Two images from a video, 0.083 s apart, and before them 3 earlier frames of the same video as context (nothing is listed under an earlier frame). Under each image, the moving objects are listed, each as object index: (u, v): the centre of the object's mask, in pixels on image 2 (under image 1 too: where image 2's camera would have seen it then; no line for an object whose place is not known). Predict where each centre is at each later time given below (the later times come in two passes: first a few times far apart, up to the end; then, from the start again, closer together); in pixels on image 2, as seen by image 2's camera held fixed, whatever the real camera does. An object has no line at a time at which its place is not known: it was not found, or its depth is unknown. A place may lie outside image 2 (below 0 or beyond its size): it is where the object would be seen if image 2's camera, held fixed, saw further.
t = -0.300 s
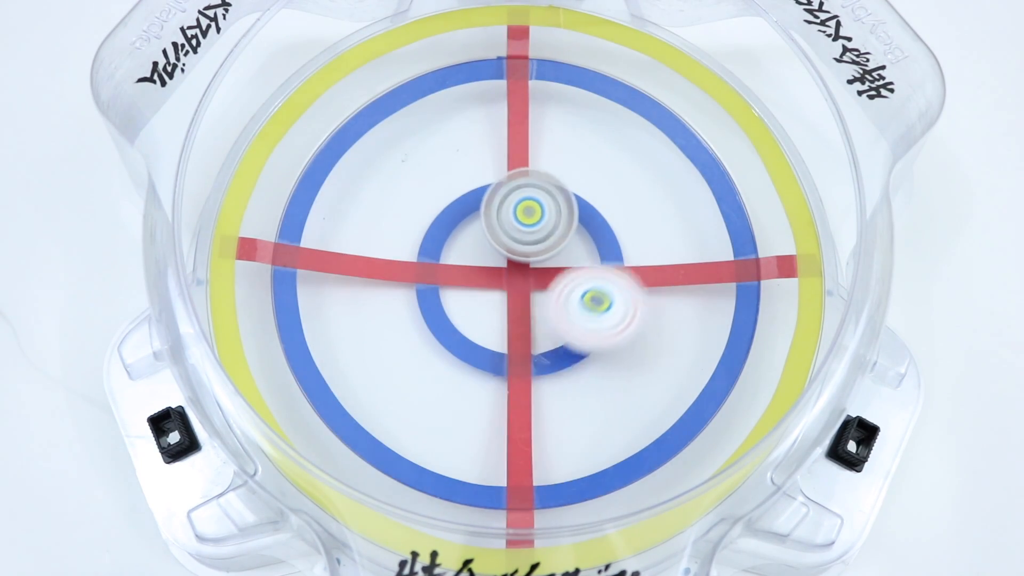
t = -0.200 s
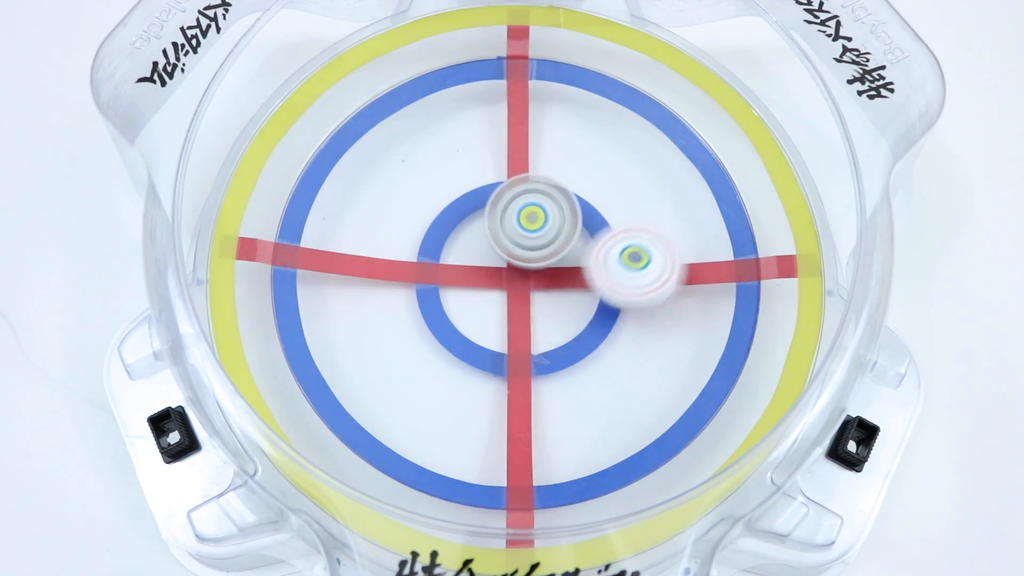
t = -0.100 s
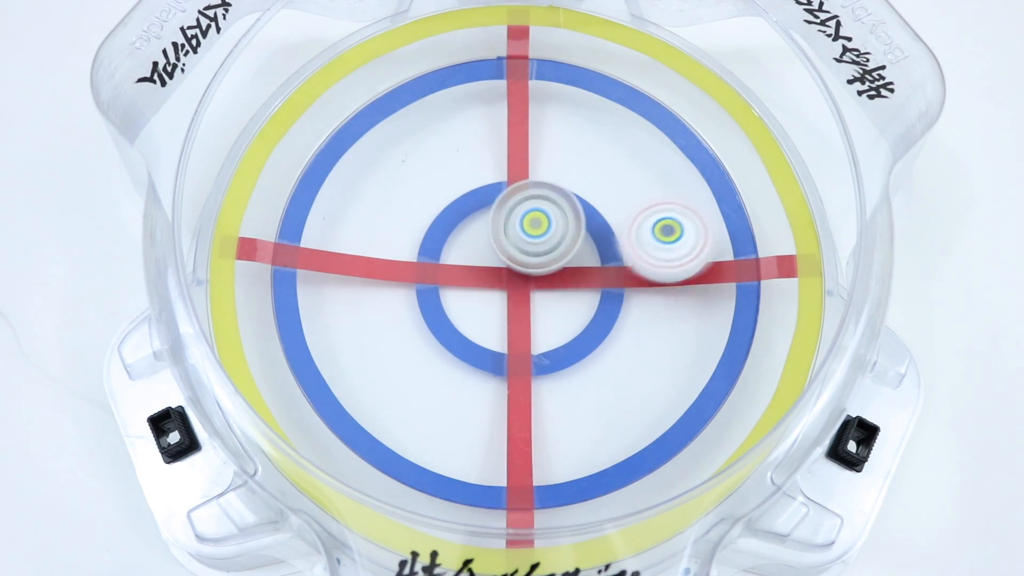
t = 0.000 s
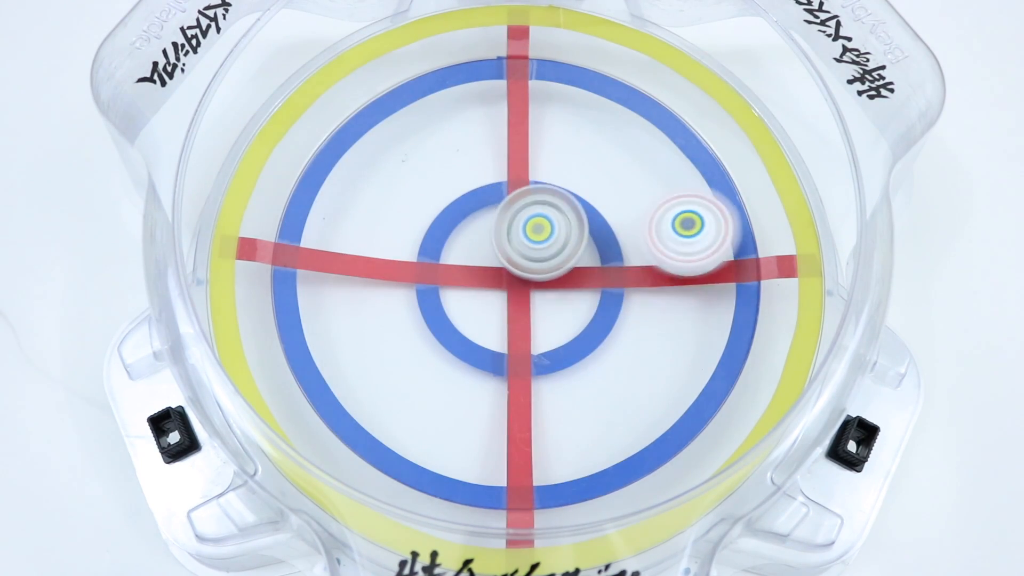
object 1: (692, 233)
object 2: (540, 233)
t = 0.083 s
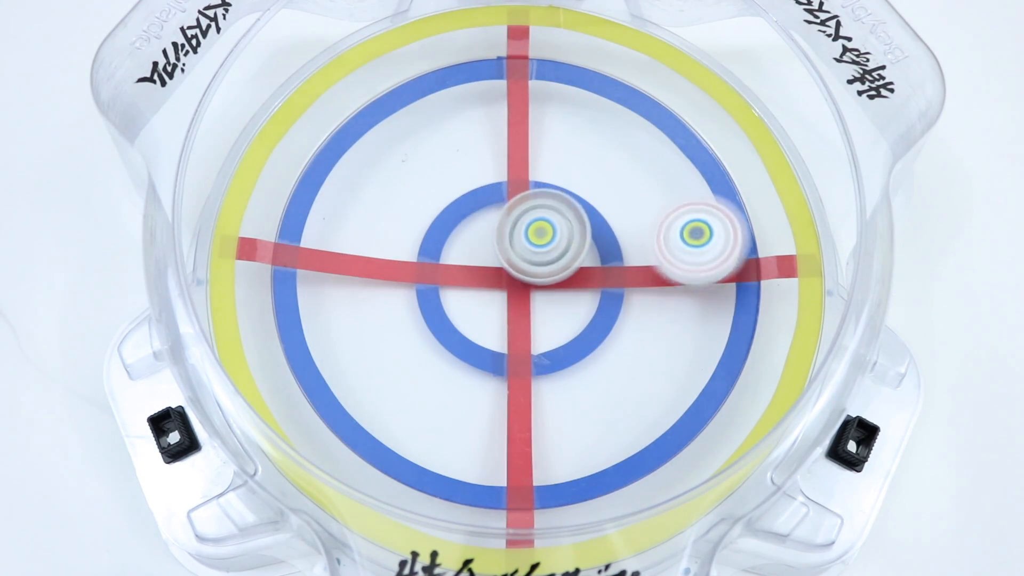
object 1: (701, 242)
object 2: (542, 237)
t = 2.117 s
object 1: (527, 133)
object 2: (486, 284)
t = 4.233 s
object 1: (676, 126)
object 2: (357, 402)
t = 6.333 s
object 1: (386, 278)
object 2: (533, 269)
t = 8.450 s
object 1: (485, 181)
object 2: (551, 230)
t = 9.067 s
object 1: (501, 199)
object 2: (547, 277)
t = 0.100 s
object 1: (702, 244)
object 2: (542, 237)
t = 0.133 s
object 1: (702, 252)
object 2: (543, 239)
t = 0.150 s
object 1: (702, 256)
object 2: (544, 240)
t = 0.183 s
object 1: (700, 265)
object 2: (545, 242)
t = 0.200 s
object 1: (696, 269)
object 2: (545, 242)
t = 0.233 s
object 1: (687, 281)
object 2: (545, 244)
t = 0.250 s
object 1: (680, 284)
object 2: (546, 245)
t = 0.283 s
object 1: (660, 287)
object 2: (546, 247)
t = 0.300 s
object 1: (651, 289)
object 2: (546, 248)
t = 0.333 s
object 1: (643, 288)
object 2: (538, 247)
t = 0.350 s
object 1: (646, 289)
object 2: (529, 246)
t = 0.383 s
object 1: (650, 293)
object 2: (511, 246)
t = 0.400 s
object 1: (649, 292)
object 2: (501, 247)
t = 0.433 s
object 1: (643, 290)
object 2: (486, 251)
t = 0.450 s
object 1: (638, 288)
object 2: (480, 254)
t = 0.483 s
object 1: (625, 279)
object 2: (468, 265)
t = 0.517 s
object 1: (608, 268)
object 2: (457, 277)
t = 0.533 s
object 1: (601, 262)
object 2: (453, 284)
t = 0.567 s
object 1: (585, 246)
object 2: (447, 300)
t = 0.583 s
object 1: (575, 237)
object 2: (445, 308)
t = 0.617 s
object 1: (561, 220)
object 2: (444, 328)
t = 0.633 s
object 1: (556, 210)
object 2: (445, 340)
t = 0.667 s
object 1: (548, 192)
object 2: (450, 360)
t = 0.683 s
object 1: (545, 183)
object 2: (454, 370)
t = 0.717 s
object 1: (541, 165)
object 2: (464, 388)
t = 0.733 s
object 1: (541, 156)
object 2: (472, 395)
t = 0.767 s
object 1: (541, 139)
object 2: (483, 406)
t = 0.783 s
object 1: (541, 130)
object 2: (489, 410)
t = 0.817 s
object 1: (545, 115)
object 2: (502, 413)
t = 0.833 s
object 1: (547, 109)
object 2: (508, 414)
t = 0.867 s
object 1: (554, 100)
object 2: (517, 411)
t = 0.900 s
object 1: (563, 93)
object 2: (525, 405)
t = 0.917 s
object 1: (569, 90)
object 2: (527, 402)
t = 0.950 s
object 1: (583, 87)
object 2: (531, 395)
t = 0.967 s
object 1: (591, 89)
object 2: (532, 390)
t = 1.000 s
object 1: (606, 95)
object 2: (535, 381)
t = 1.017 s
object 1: (614, 101)
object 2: (536, 376)
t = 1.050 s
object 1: (625, 120)
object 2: (537, 367)
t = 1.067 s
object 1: (628, 132)
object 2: (538, 361)
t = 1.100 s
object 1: (626, 158)
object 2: (539, 352)
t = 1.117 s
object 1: (621, 173)
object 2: (538, 347)
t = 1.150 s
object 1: (605, 199)
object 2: (539, 338)
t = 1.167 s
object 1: (595, 213)
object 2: (539, 333)
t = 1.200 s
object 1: (572, 237)
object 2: (539, 327)
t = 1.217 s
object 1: (576, 229)
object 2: (527, 333)
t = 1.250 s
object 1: (594, 203)
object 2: (504, 347)
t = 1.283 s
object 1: (603, 184)
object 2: (487, 354)
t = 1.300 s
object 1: (608, 175)
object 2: (480, 355)
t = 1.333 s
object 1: (613, 165)
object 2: (469, 357)
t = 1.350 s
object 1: (615, 161)
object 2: (466, 356)
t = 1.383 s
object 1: (618, 160)
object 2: (463, 354)
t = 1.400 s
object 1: (617, 161)
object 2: (463, 353)
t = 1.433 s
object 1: (617, 171)
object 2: (463, 352)
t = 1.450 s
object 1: (614, 177)
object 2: (464, 351)
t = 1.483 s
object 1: (607, 189)
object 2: (465, 349)
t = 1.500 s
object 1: (602, 196)
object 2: (465, 347)
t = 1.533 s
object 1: (588, 209)
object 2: (467, 345)
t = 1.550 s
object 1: (577, 216)
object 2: (467, 344)
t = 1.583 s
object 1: (559, 226)
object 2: (468, 341)
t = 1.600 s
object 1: (551, 229)
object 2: (468, 340)
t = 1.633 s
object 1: (528, 231)
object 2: (469, 336)
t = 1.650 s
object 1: (517, 232)
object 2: (470, 334)
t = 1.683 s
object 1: (494, 232)
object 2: (471, 331)
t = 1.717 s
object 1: (476, 230)
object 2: (471, 328)
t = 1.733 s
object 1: (467, 227)
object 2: (472, 326)
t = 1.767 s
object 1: (448, 219)
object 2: (472, 323)
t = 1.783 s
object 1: (440, 213)
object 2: (473, 321)
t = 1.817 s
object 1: (424, 201)
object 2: (473, 318)
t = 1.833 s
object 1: (419, 194)
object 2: (473, 317)
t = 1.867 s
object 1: (409, 176)
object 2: (474, 314)
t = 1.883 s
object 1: (407, 166)
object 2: (475, 312)
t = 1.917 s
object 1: (407, 148)
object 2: (475, 310)
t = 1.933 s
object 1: (410, 140)
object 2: (475, 309)
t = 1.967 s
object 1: (423, 125)
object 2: (477, 305)
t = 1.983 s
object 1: (432, 118)
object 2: (477, 304)
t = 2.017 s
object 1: (455, 110)
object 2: (479, 300)
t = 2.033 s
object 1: (466, 109)
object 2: (480, 298)
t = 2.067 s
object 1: (490, 112)
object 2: (482, 293)
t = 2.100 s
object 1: (516, 124)
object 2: (485, 287)
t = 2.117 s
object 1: (527, 133)
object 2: (486, 284)
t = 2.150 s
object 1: (547, 155)
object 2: (490, 275)
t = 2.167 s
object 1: (552, 169)
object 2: (492, 271)
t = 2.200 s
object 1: (564, 195)
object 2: (495, 263)
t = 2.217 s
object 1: (587, 193)
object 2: (489, 266)
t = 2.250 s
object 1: (627, 187)
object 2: (478, 273)
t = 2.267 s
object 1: (648, 186)
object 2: (474, 275)
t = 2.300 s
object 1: (678, 185)
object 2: (470, 277)
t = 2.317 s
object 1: (690, 188)
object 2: (469, 277)
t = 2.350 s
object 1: (710, 199)
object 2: (470, 275)
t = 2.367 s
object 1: (716, 206)
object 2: (470, 275)
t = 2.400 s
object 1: (728, 225)
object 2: (472, 273)
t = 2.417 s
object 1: (732, 235)
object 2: (474, 272)
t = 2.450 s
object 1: (735, 258)
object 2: (476, 271)
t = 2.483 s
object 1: (735, 282)
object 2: (478, 269)
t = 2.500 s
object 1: (733, 293)
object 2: (480, 268)
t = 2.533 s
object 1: (725, 318)
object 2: (482, 267)
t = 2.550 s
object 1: (719, 331)
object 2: (483, 266)
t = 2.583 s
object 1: (699, 356)
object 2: (486, 265)
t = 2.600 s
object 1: (686, 368)
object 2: (487, 264)
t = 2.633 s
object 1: (655, 383)
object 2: (490, 263)
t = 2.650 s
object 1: (637, 389)
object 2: (491, 262)
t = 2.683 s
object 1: (597, 393)
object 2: (494, 261)
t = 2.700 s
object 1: (579, 392)
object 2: (495, 260)
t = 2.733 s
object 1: (547, 388)
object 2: (499, 259)
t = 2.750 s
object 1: (530, 383)
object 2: (500, 258)
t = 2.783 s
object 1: (498, 371)
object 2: (504, 257)
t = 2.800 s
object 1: (484, 362)
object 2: (506, 257)
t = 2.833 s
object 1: (458, 341)
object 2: (510, 256)
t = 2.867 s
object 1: (434, 318)
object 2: (514, 255)
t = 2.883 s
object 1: (423, 307)
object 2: (516, 255)
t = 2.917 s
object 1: (407, 286)
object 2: (520, 254)
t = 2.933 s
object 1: (400, 273)
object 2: (523, 253)
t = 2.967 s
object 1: (390, 248)
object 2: (527, 252)
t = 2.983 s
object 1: (387, 235)
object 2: (529, 252)
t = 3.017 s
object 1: (381, 212)
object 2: (534, 251)
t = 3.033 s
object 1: (382, 199)
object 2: (536, 251)
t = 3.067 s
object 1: (382, 174)
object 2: (540, 250)
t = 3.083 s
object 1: (383, 164)
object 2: (542, 250)
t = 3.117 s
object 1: (391, 142)
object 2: (546, 249)
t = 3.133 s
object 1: (396, 133)
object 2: (547, 249)
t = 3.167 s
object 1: (409, 115)
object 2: (550, 249)
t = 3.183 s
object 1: (417, 106)
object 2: (552, 249)
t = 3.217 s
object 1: (433, 92)
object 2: (554, 249)
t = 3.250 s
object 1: (453, 79)
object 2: (556, 248)
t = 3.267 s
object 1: (464, 73)
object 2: (556, 248)
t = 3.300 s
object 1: (487, 67)
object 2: (558, 249)
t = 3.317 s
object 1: (500, 67)
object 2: (559, 249)
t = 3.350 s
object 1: (526, 72)
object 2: (561, 249)
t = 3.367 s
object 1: (537, 75)
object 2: (562, 249)
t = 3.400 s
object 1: (561, 87)
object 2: (564, 249)
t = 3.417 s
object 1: (572, 94)
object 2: (565, 250)
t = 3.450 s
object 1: (594, 114)
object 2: (566, 250)
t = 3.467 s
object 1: (604, 125)
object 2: (567, 251)
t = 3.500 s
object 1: (619, 150)
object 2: (568, 251)
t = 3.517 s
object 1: (626, 164)
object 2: (568, 252)
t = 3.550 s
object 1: (663, 171)
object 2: (553, 262)
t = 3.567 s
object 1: (682, 173)
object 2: (543, 269)
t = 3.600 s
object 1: (718, 178)
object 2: (525, 281)
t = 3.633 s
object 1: (744, 186)
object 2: (510, 292)
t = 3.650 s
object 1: (753, 193)
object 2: (504, 299)
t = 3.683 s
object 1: (752, 217)
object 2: (496, 310)
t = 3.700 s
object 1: (747, 232)
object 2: (492, 315)
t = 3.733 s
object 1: (736, 256)
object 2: (489, 326)
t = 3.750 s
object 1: (731, 268)
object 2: (489, 333)
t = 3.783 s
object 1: (717, 291)
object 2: (490, 346)
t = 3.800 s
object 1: (710, 302)
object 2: (492, 352)
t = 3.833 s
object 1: (696, 323)
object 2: (497, 362)
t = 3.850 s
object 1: (689, 333)
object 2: (500, 366)
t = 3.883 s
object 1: (666, 354)
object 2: (507, 373)
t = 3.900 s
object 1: (645, 358)
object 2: (510, 374)
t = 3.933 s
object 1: (616, 364)
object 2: (513, 377)
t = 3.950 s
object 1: (617, 355)
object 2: (504, 380)
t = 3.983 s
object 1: (655, 313)
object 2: (465, 395)
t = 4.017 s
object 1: (679, 276)
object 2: (424, 409)
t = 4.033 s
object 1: (692, 255)
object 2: (409, 413)
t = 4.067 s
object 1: (707, 220)
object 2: (383, 418)
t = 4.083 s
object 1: (709, 202)
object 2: (373, 420)
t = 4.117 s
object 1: (712, 174)
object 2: (357, 423)
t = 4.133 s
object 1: (712, 161)
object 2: (351, 424)
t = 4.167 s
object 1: (706, 142)
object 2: (345, 421)
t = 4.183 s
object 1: (700, 135)
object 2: (346, 418)
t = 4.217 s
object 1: (684, 128)
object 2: (353, 407)
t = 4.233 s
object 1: (676, 126)
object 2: (357, 402)
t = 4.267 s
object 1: (659, 125)
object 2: (364, 390)
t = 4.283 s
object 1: (650, 126)
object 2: (371, 383)
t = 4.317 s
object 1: (632, 126)
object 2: (385, 368)
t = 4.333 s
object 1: (624, 125)
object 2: (395, 358)
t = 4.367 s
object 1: (605, 127)
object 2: (409, 342)
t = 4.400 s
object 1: (583, 132)
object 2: (424, 323)
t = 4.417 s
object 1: (569, 139)
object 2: (433, 313)
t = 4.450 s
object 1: (547, 144)
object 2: (450, 294)
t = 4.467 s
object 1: (542, 145)
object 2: (457, 285)
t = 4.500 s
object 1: (525, 153)
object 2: (470, 265)
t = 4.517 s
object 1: (517, 157)
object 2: (478, 255)
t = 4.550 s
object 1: (503, 161)
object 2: (487, 237)
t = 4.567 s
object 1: (500, 154)
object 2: (493, 235)
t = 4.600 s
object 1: (489, 100)
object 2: (504, 248)
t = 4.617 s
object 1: (484, 79)
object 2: (511, 256)
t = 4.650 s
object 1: (475, 44)
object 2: (520, 267)
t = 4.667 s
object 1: (469, 33)
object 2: (523, 271)
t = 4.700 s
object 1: (458, 17)
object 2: (530, 279)
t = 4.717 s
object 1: (457, 18)
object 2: (532, 281)
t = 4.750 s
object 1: (457, 31)
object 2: (535, 284)
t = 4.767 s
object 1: (458, 38)
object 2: (536, 284)
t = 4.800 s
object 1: (458, 65)
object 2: (536, 281)
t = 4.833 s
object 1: (457, 100)
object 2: (534, 275)
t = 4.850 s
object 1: (453, 117)
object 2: (533, 272)
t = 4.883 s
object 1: (447, 169)
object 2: (528, 261)
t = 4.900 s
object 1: (446, 188)
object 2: (522, 252)
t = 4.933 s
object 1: (435, 218)
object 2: (519, 243)
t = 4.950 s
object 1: (433, 223)
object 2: (518, 239)
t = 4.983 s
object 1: (408, 240)
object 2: (529, 236)
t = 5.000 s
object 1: (388, 245)
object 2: (539, 238)
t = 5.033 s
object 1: (356, 258)
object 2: (555, 236)
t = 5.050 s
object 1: (338, 266)
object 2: (561, 235)
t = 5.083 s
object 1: (320, 271)
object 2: (574, 229)
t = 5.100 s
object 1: (311, 275)
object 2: (582, 225)
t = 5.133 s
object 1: (305, 282)
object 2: (593, 215)
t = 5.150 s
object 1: (306, 284)
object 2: (597, 210)
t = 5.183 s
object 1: (312, 286)
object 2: (604, 200)
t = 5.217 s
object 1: (322, 283)
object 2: (609, 190)
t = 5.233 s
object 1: (329, 282)
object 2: (611, 187)
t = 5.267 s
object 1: (342, 278)
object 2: (613, 180)
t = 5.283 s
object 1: (349, 276)
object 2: (614, 178)
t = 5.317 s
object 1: (366, 271)
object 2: (614, 175)
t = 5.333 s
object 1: (375, 268)
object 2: (613, 175)
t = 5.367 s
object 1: (389, 264)
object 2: (613, 174)
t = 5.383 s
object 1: (396, 263)
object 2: (611, 174)
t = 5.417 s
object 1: (410, 257)
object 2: (610, 174)
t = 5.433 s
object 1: (417, 254)
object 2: (609, 174)
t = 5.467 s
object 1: (429, 248)
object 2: (607, 175)
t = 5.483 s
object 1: (434, 245)
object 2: (606, 175)
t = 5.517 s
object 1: (444, 242)
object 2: (603, 177)
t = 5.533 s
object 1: (449, 240)
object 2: (602, 178)
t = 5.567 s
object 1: (455, 236)
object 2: (599, 180)
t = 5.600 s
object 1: (462, 232)
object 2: (596, 182)
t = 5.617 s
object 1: (464, 230)
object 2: (594, 183)
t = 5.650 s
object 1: (466, 227)
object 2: (591, 185)
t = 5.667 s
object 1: (467, 225)
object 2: (590, 186)
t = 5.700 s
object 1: (467, 222)
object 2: (587, 188)
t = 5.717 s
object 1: (468, 221)
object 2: (585, 189)
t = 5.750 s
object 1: (465, 219)
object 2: (583, 192)
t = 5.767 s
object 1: (463, 218)
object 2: (582, 192)
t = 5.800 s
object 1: (457, 218)
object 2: (579, 195)
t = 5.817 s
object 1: (455, 220)
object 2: (578, 196)
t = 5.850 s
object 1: (452, 223)
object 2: (574, 198)
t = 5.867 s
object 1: (451, 224)
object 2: (573, 199)
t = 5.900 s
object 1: (448, 227)
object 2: (569, 202)
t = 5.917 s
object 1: (449, 230)
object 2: (566, 203)
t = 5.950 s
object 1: (449, 233)
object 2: (560, 208)
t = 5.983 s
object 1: (451, 238)
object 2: (554, 213)
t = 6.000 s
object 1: (453, 240)
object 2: (550, 217)
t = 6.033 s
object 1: (445, 247)
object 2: (548, 226)
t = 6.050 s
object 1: (443, 249)
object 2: (547, 229)
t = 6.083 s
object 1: (437, 252)
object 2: (544, 236)
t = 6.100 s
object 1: (434, 255)
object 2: (543, 239)
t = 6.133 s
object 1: (430, 260)
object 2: (537, 246)
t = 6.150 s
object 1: (430, 262)
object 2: (535, 249)
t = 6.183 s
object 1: (427, 269)
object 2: (529, 255)
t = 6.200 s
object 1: (427, 271)
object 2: (528, 258)
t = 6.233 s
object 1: (409, 274)
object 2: (531, 263)
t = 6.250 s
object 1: (404, 276)
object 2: (533, 265)
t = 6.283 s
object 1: (396, 277)
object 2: (534, 267)
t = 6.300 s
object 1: (393, 277)
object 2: (534, 268)
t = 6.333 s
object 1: (386, 278)
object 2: (533, 269)
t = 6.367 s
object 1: (381, 280)
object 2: (533, 269)
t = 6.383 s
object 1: (381, 280)
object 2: (532, 269)
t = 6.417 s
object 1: (380, 281)
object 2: (532, 269)
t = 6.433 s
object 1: (382, 280)
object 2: (531, 269)
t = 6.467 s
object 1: (388, 278)
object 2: (530, 269)
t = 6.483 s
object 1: (391, 277)
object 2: (530, 269)
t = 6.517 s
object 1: (399, 277)
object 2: (529, 269)
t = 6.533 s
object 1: (404, 277)
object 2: (529, 269)
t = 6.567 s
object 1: (417, 276)
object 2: (528, 269)
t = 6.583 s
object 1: (422, 274)
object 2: (528, 269)
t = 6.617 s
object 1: (396, 275)
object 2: (547, 265)
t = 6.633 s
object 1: (378, 276)
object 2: (559, 264)
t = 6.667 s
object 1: (344, 277)
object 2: (579, 260)
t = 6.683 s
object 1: (331, 276)
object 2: (589, 258)
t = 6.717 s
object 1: (316, 276)
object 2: (602, 254)
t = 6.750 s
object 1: (312, 279)
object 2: (610, 248)
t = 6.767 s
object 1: (313, 281)
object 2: (612, 245)
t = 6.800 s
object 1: (320, 281)
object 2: (614, 236)
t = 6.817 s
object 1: (325, 280)
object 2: (613, 232)
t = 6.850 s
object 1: (338, 276)
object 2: (611, 223)
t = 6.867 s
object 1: (346, 275)
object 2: (610, 220)
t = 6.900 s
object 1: (361, 271)
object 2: (606, 213)
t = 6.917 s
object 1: (371, 271)
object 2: (604, 212)
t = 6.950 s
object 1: (392, 269)
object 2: (600, 209)
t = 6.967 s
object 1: (404, 267)
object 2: (599, 209)
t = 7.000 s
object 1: (428, 266)
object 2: (594, 208)
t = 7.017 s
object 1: (443, 267)
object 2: (593, 208)
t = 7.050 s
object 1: (473, 269)
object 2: (589, 209)
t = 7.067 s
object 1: (489, 271)
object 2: (587, 209)
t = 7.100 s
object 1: (523, 279)
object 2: (582, 211)
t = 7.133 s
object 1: (534, 290)
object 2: (585, 208)
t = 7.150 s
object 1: (534, 303)
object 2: (589, 206)
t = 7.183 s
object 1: (534, 320)
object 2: (593, 205)
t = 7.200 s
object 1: (532, 331)
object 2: (594, 205)
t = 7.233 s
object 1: (527, 342)
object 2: (593, 205)
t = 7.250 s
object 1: (526, 347)
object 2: (592, 205)
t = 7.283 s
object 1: (523, 353)
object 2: (589, 206)
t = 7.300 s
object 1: (520, 355)
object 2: (588, 206)
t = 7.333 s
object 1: (515, 356)
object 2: (585, 207)
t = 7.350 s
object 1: (513, 358)
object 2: (583, 207)
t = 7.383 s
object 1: (510, 359)
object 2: (581, 208)
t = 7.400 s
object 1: (507, 360)
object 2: (579, 209)
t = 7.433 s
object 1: (504, 361)
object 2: (576, 210)
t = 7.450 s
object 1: (502, 359)
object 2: (575, 210)
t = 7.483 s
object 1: (500, 357)
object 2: (573, 211)
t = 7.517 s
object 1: (496, 352)
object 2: (571, 211)
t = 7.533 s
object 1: (494, 349)
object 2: (569, 211)
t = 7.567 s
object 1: (488, 341)
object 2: (567, 212)
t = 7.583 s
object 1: (484, 337)
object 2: (566, 212)
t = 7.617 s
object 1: (477, 327)
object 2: (564, 213)
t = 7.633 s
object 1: (473, 322)
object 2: (564, 213)
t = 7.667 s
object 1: (466, 311)
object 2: (561, 214)
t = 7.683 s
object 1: (462, 304)
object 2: (560, 213)
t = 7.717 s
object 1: (456, 286)
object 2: (558, 214)
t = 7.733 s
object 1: (454, 279)
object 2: (557, 214)
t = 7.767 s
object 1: (453, 259)
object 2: (555, 215)
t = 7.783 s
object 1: (455, 249)
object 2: (552, 216)
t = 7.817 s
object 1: (458, 231)
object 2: (550, 218)
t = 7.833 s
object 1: (446, 220)
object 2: (555, 220)
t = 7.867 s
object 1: (423, 201)
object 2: (565, 226)
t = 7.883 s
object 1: (415, 190)
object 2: (569, 229)
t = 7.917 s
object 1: (399, 175)
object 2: (571, 233)
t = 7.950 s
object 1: (390, 157)
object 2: (571, 236)
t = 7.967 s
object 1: (388, 152)
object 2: (570, 236)
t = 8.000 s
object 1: (385, 144)
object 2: (569, 236)
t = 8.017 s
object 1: (384, 139)
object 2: (568, 236)
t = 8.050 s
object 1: (384, 134)
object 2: (566, 236)
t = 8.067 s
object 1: (385, 133)
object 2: (566, 236)
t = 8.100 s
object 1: (386, 131)
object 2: (564, 236)
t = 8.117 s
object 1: (388, 132)
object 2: (564, 235)
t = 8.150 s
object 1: (391, 132)
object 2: (562, 235)
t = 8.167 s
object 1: (394, 135)
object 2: (561, 235)
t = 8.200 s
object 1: (396, 140)
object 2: (560, 234)
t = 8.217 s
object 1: (399, 145)
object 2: (559, 234)
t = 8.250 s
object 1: (407, 154)
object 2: (558, 233)
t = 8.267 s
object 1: (415, 159)
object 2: (558, 233)
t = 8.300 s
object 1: (429, 166)
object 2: (556, 233)
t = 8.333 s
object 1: (443, 172)
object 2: (555, 232)
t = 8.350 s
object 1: (452, 173)
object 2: (555, 232)
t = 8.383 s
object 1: (468, 176)
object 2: (554, 231)
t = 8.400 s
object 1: (473, 178)
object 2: (552, 230)
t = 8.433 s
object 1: (482, 180)
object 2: (551, 230)
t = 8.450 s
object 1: (485, 181)
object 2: (551, 230)
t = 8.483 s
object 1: (487, 184)
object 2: (552, 232)
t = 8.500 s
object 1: (486, 188)
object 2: (553, 233)
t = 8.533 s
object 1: (483, 191)
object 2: (553, 235)
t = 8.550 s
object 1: (484, 189)
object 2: (551, 237)
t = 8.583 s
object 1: (488, 185)
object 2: (550, 244)
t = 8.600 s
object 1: (487, 183)
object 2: (548, 247)
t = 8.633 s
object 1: (475, 163)
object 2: (551, 261)
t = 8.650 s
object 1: (468, 156)
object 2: (553, 267)
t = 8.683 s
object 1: (455, 145)
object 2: (554, 276)
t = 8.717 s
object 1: (444, 142)
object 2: (553, 282)
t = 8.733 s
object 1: (440, 142)
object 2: (551, 283)
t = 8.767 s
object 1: (439, 147)
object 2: (551, 284)
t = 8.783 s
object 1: (441, 150)
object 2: (551, 284)
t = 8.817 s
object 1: (447, 159)
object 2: (550, 284)
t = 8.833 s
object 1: (451, 163)
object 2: (550, 283)
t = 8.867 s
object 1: (463, 172)
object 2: (550, 282)
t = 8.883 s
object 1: (468, 175)
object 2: (549, 281)
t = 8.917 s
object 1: (477, 178)
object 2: (549, 280)
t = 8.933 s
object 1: (483, 181)
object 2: (549, 280)
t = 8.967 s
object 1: (490, 185)
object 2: (548, 279)
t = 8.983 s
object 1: (493, 186)
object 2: (549, 279)
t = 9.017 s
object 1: (498, 191)
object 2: (548, 278)
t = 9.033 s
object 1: (499, 194)
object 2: (547, 277)
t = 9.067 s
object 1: (501, 199)
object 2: (547, 277)
